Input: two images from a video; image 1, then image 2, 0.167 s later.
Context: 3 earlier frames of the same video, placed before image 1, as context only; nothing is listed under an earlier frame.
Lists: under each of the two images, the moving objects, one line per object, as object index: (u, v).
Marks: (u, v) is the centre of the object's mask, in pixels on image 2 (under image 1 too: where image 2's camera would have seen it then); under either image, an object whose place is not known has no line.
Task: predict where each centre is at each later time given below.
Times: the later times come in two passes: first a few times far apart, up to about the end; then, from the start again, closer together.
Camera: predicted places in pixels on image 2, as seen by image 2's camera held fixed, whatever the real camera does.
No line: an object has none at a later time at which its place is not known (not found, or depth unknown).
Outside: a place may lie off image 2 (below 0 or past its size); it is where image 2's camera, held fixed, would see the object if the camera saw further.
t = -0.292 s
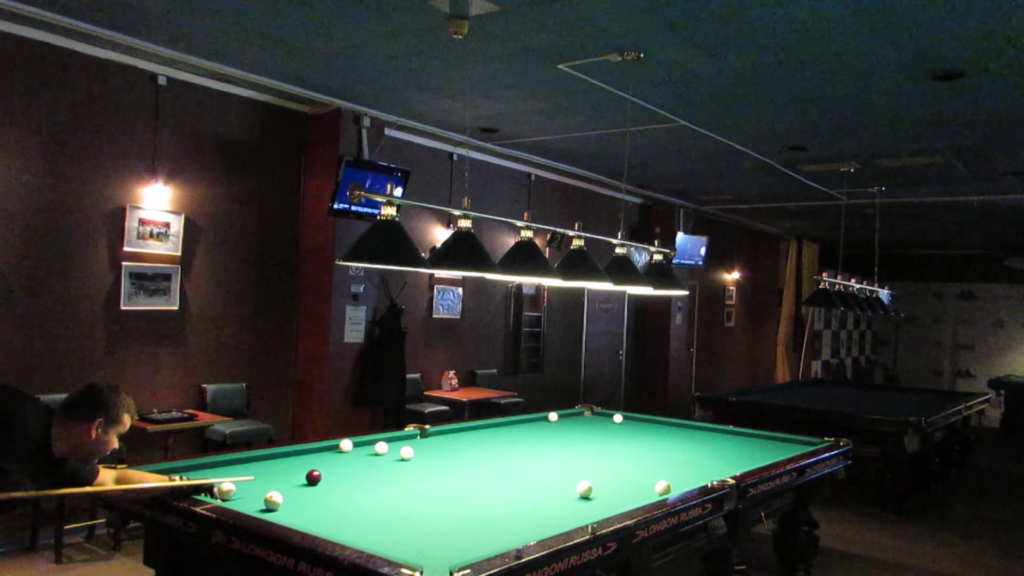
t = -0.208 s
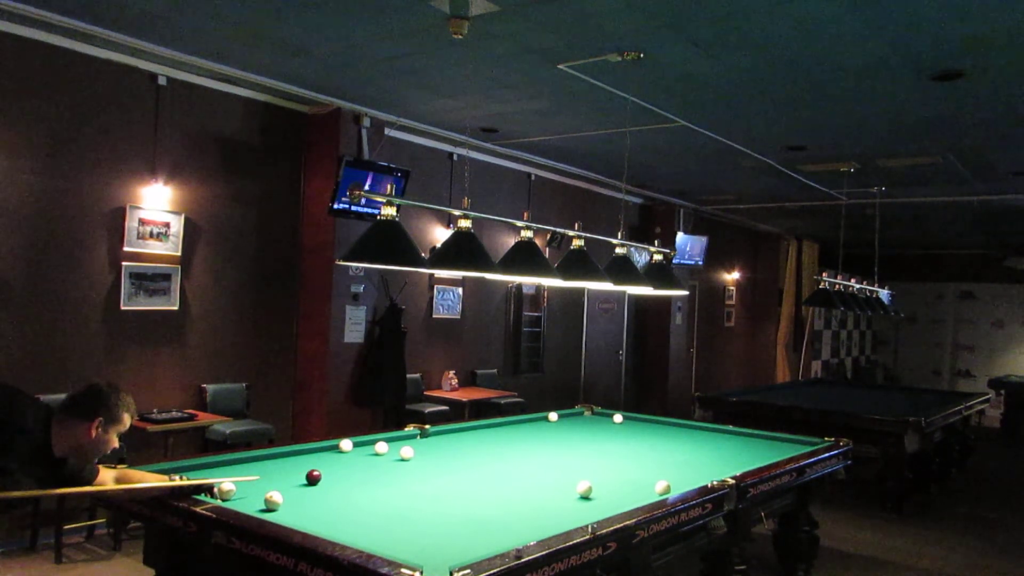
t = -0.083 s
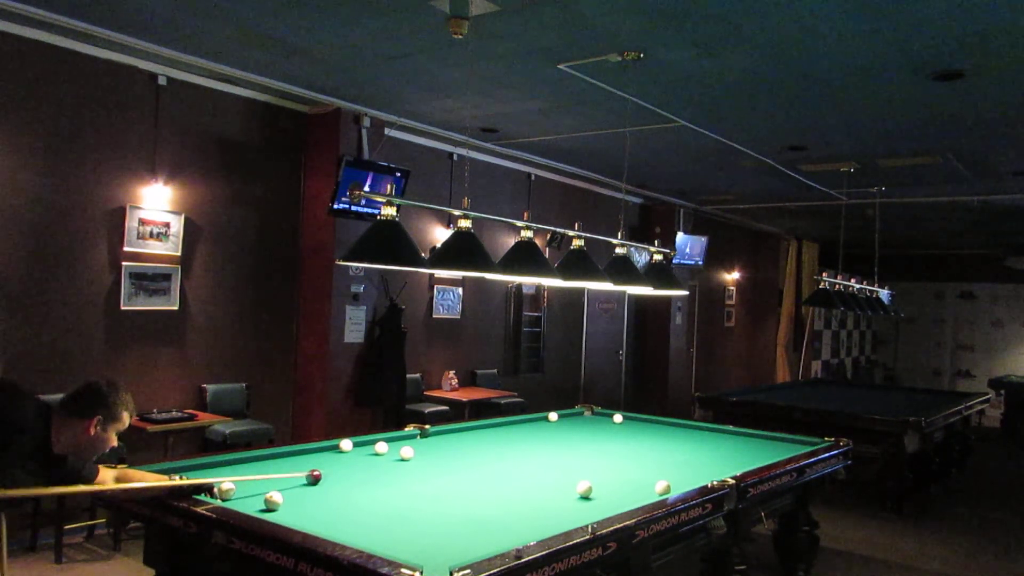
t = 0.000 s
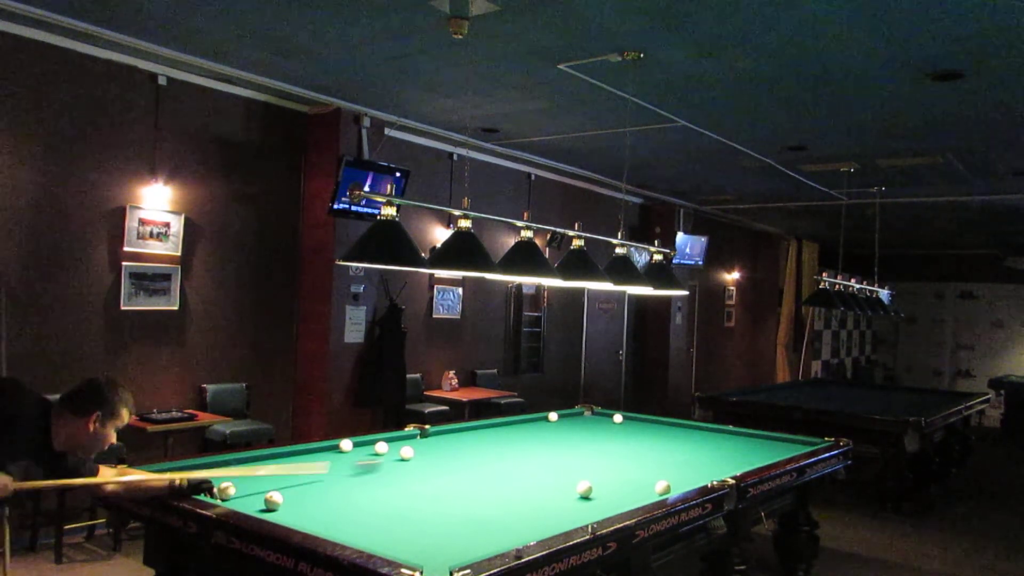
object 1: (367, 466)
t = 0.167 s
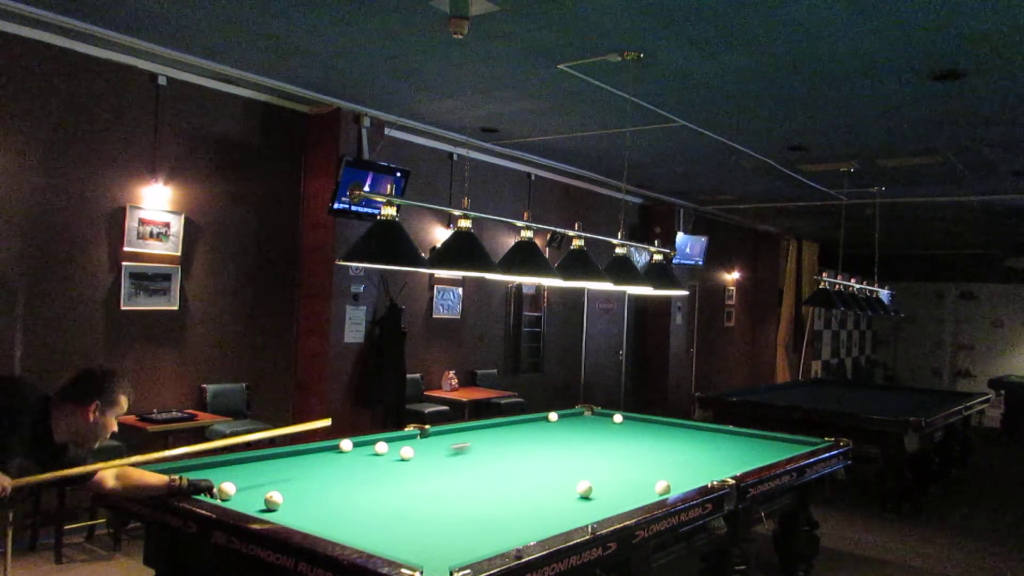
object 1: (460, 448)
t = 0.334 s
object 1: (525, 435)
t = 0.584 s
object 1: (600, 421)
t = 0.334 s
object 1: (525, 435)
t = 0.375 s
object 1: (539, 432)
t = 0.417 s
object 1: (553, 430)
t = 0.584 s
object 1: (600, 421)
